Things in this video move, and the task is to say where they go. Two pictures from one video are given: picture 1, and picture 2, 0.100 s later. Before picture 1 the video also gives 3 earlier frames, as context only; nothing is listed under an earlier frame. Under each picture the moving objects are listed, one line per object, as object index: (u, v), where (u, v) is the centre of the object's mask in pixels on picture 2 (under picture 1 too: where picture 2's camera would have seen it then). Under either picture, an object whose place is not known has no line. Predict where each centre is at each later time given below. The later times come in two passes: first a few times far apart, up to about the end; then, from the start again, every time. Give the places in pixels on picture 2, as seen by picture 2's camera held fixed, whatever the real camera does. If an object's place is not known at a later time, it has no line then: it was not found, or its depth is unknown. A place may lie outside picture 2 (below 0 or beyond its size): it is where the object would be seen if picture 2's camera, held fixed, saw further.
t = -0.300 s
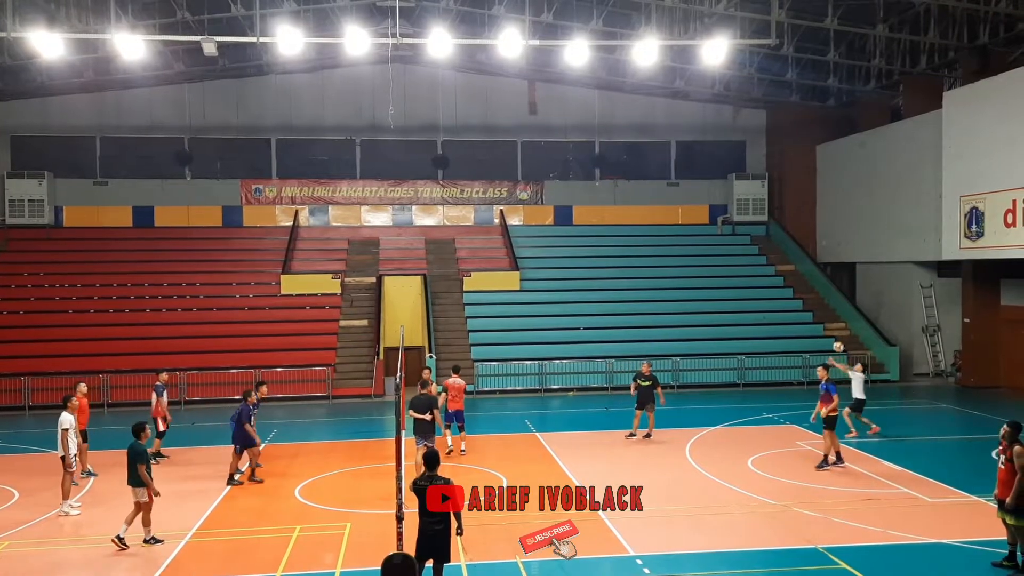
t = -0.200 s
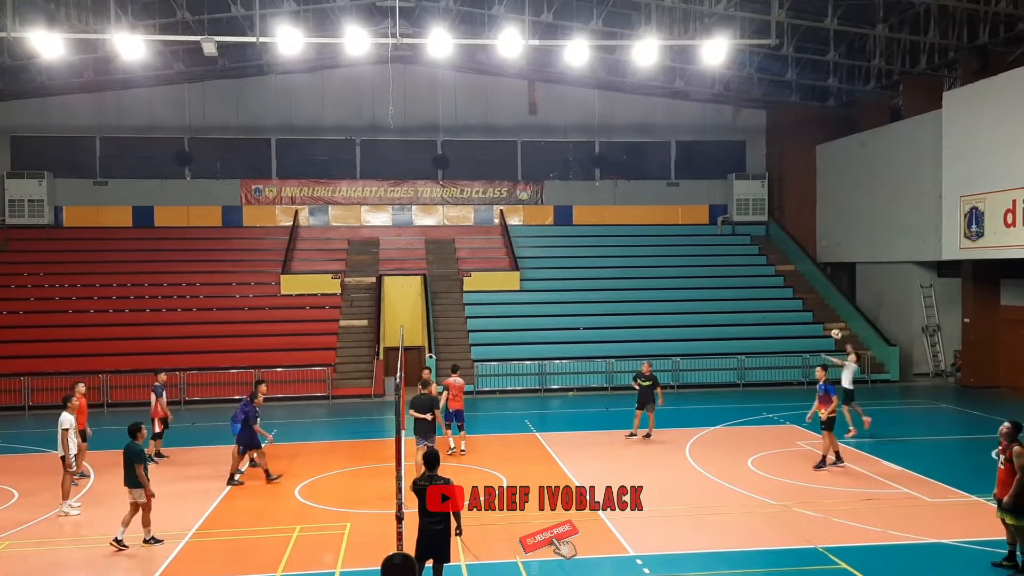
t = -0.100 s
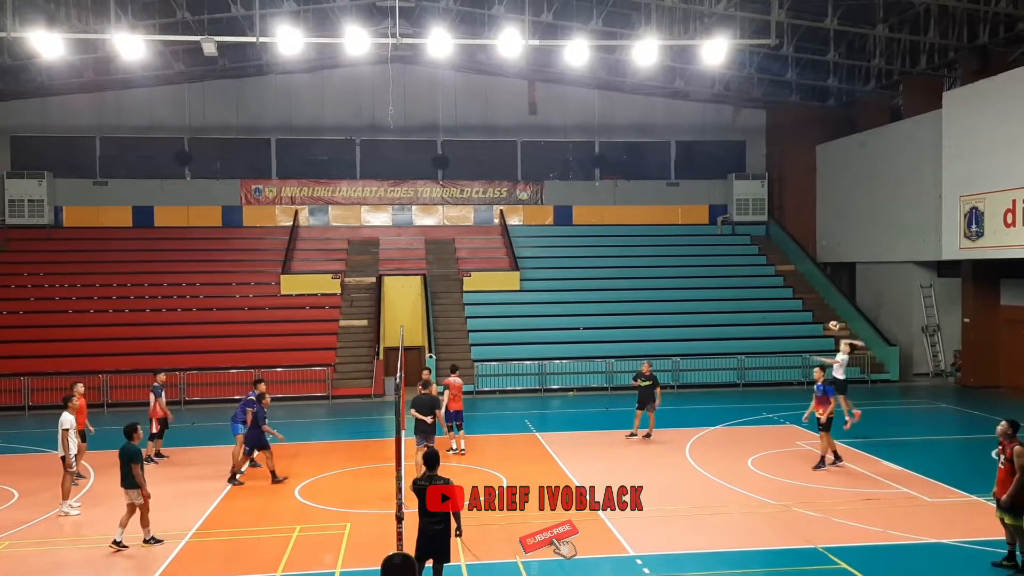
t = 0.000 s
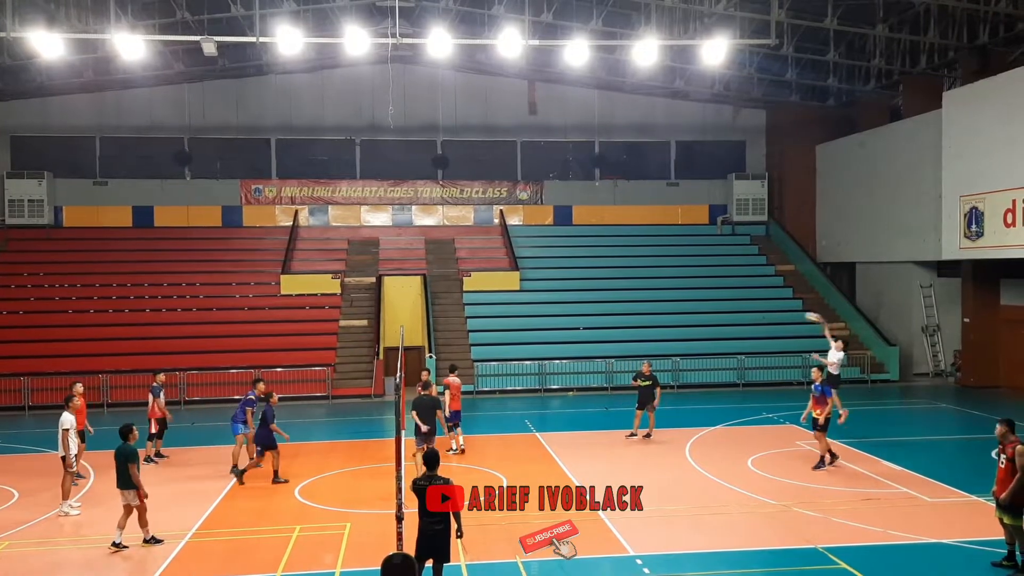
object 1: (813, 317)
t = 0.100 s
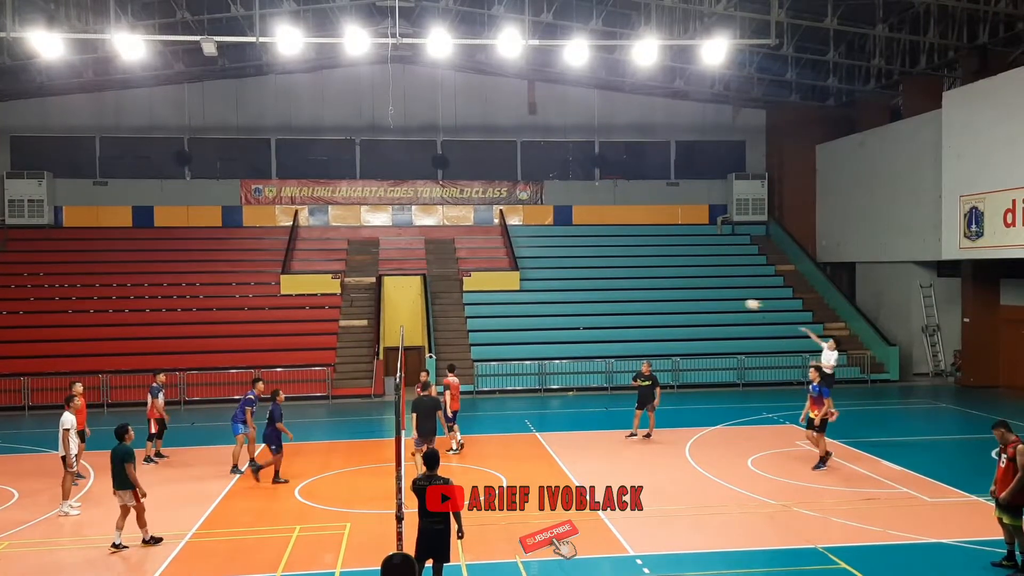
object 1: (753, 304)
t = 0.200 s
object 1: (694, 295)
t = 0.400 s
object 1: (572, 293)
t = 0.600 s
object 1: (446, 308)
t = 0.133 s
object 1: (733, 301)
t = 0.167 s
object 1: (713, 297)
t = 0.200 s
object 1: (694, 295)
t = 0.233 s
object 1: (674, 294)
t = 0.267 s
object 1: (654, 292)
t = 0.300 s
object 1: (633, 291)
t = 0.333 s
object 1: (613, 291)
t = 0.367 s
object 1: (592, 292)
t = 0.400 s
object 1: (572, 293)
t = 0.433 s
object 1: (551, 294)
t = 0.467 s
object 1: (530, 296)
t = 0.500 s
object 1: (510, 299)
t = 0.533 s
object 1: (488, 301)
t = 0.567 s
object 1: (467, 305)
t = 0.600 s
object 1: (446, 308)
